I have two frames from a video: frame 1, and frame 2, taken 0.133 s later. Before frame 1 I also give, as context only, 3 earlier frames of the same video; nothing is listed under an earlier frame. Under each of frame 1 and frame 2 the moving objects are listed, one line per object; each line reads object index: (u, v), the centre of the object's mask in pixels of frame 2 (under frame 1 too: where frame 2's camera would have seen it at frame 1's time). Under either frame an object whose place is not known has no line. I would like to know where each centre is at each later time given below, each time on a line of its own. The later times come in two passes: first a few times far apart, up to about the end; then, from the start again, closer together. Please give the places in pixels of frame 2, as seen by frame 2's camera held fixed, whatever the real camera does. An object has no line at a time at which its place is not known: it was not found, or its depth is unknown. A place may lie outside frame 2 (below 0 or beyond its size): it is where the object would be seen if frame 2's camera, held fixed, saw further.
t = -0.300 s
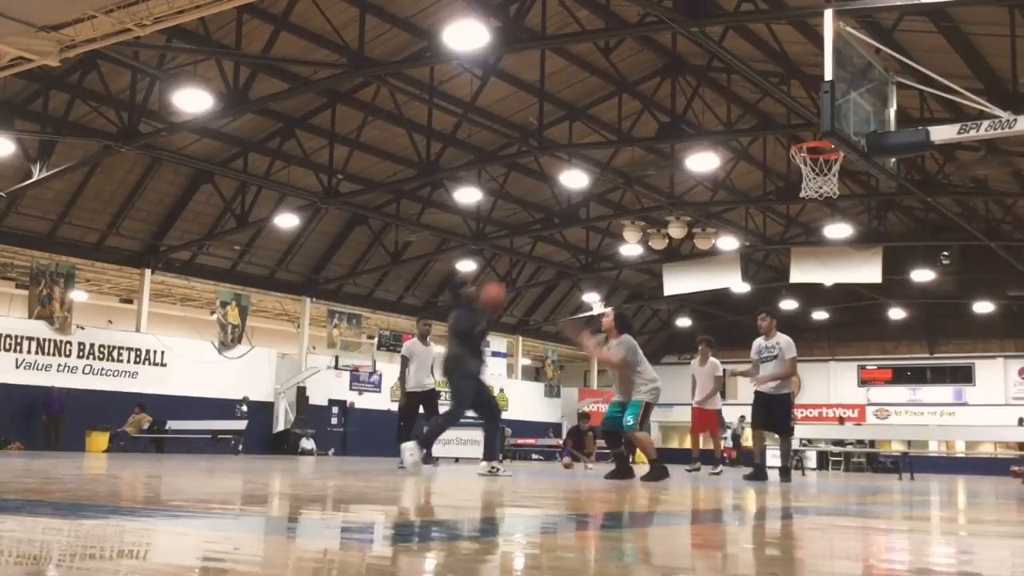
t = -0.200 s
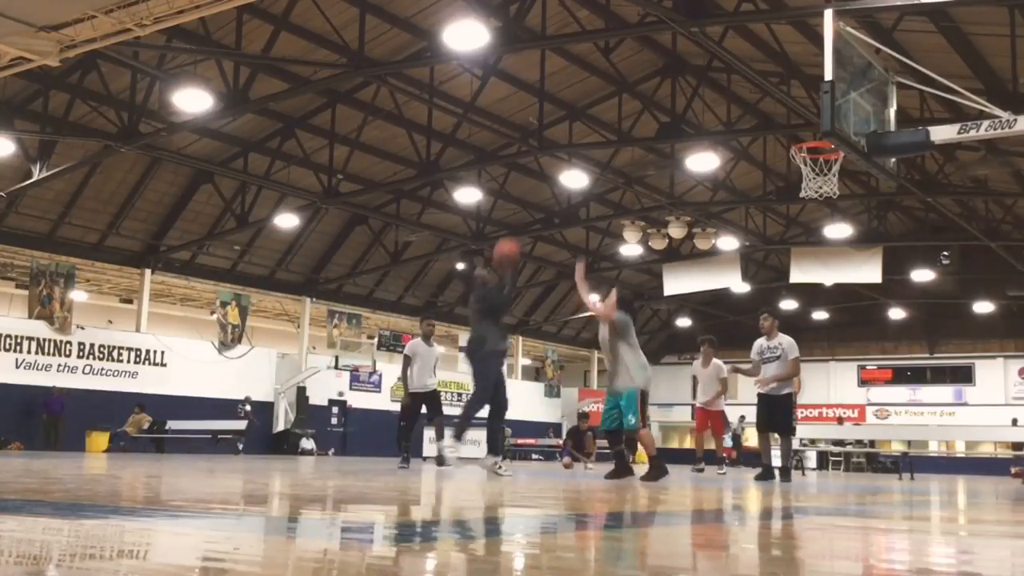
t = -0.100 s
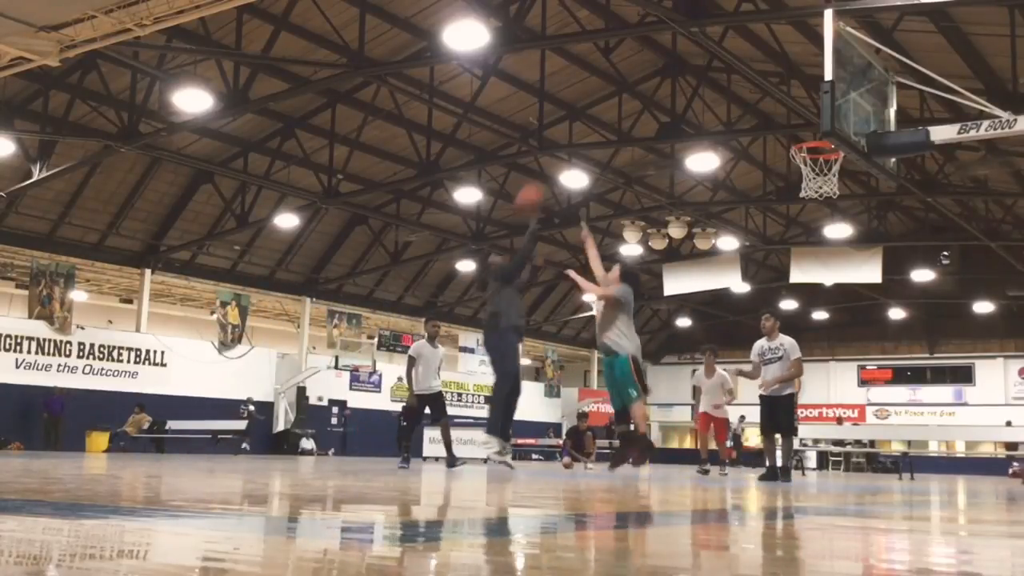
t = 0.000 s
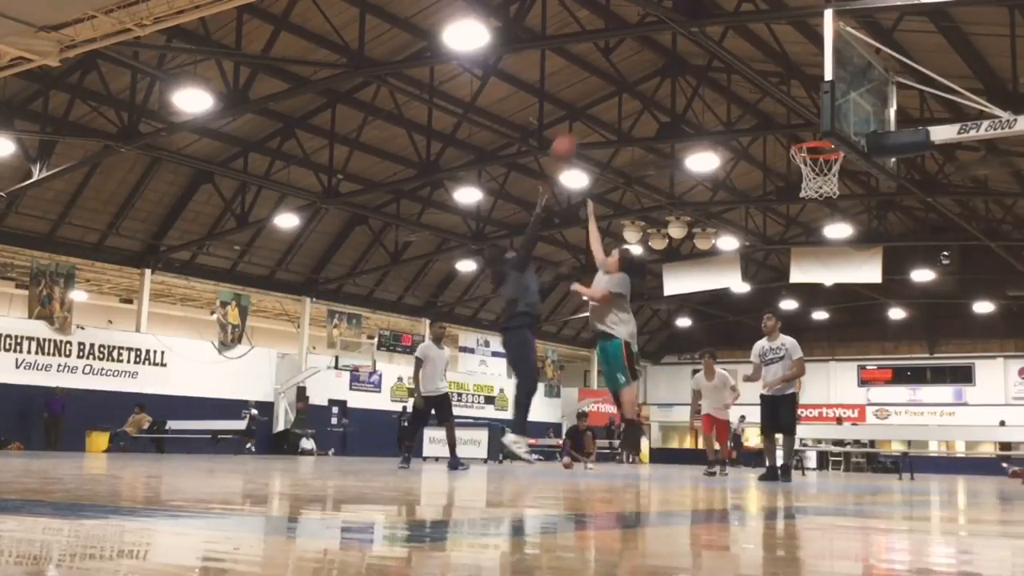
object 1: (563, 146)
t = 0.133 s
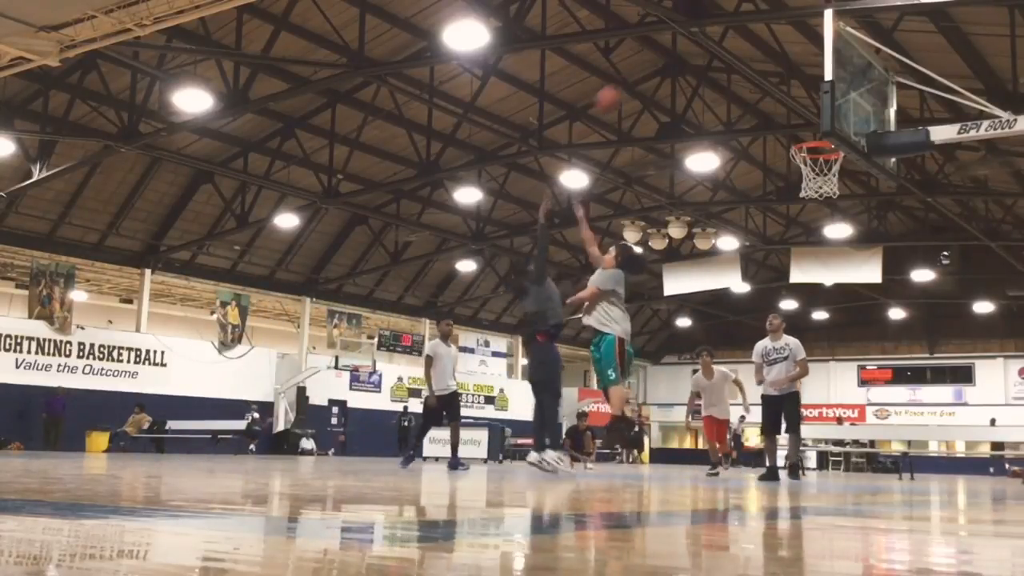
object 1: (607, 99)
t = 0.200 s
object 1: (632, 81)
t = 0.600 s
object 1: (755, 72)
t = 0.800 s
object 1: (812, 128)
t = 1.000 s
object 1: (817, 152)
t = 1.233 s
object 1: (806, 186)
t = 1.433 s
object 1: (819, 220)
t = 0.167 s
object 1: (621, 89)
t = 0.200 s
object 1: (632, 81)
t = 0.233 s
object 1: (641, 73)
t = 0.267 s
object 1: (652, 67)
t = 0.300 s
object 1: (664, 63)
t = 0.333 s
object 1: (674, 61)
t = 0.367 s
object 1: (683, 60)
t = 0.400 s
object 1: (696, 57)
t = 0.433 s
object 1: (705, 56)
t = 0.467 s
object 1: (716, 57)
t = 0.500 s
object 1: (726, 60)
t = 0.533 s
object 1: (736, 62)
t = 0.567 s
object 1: (748, 66)
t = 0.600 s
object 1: (755, 72)
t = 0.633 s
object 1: (769, 78)
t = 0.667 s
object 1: (779, 86)
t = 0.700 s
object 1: (789, 94)
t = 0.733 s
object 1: (797, 101)
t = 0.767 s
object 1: (807, 116)
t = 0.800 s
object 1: (812, 128)
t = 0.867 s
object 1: (829, 156)
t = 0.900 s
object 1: (820, 160)
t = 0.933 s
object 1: (818, 165)
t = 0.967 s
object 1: (824, 162)
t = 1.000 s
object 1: (817, 152)
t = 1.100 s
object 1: (803, 177)
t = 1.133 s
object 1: (802, 178)
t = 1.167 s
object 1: (804, 180)
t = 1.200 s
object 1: (805, 182)
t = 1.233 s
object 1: (806, 186)
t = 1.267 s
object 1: (808, 189)
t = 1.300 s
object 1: (811, 193)
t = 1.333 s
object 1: (813, 199)
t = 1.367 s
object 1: (817, 206)
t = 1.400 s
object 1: (818, 212)
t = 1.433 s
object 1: (819, 220)
